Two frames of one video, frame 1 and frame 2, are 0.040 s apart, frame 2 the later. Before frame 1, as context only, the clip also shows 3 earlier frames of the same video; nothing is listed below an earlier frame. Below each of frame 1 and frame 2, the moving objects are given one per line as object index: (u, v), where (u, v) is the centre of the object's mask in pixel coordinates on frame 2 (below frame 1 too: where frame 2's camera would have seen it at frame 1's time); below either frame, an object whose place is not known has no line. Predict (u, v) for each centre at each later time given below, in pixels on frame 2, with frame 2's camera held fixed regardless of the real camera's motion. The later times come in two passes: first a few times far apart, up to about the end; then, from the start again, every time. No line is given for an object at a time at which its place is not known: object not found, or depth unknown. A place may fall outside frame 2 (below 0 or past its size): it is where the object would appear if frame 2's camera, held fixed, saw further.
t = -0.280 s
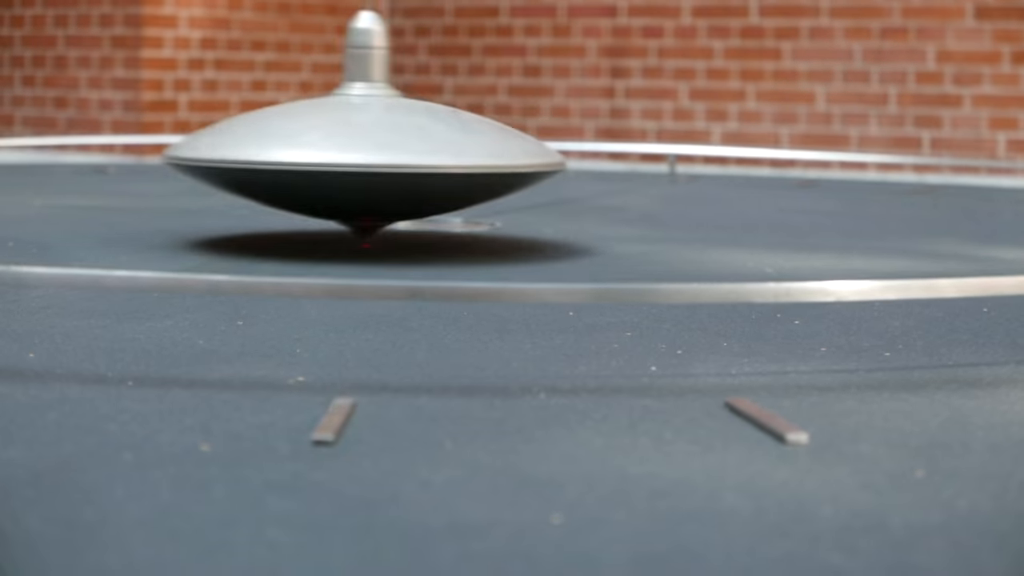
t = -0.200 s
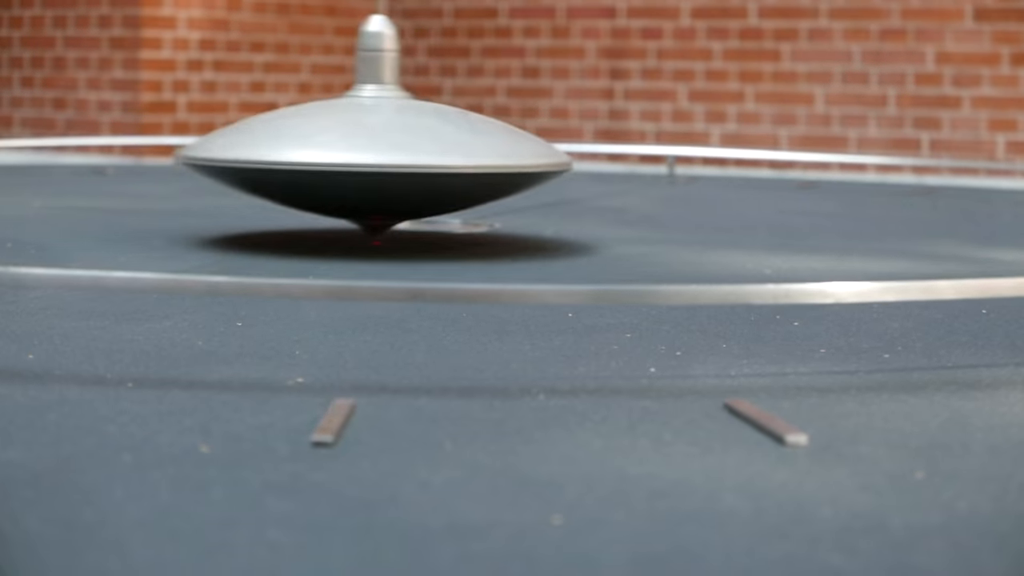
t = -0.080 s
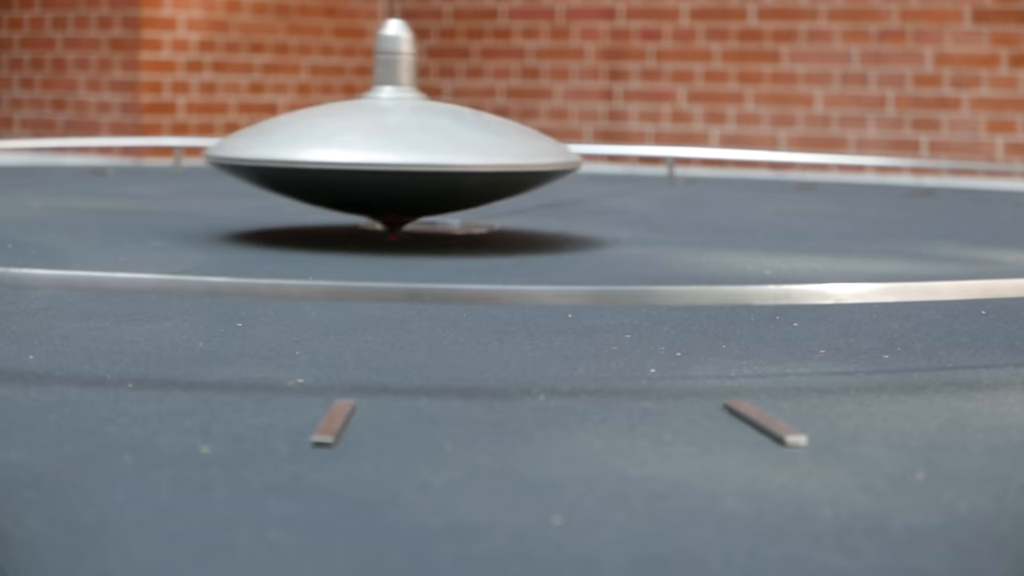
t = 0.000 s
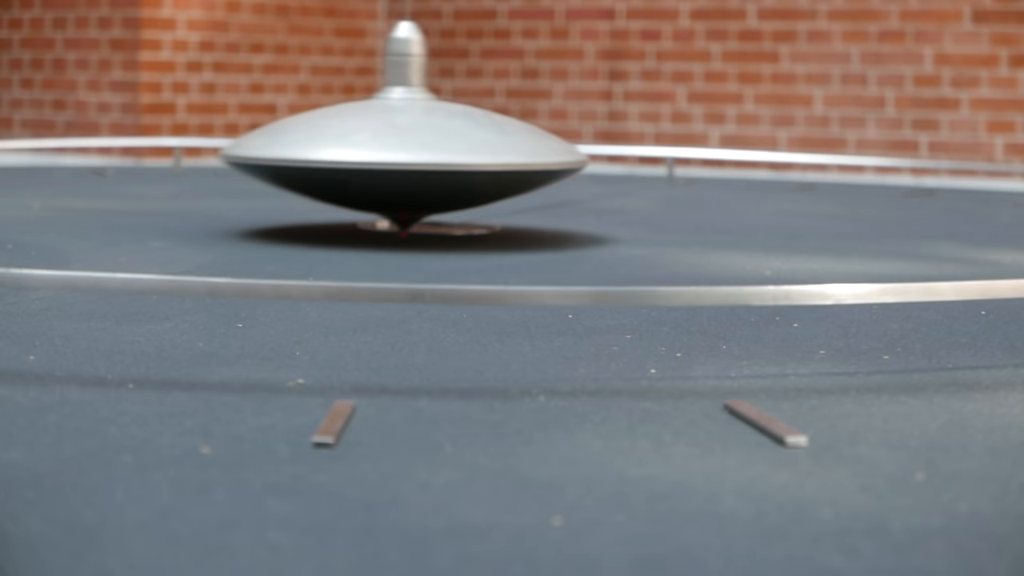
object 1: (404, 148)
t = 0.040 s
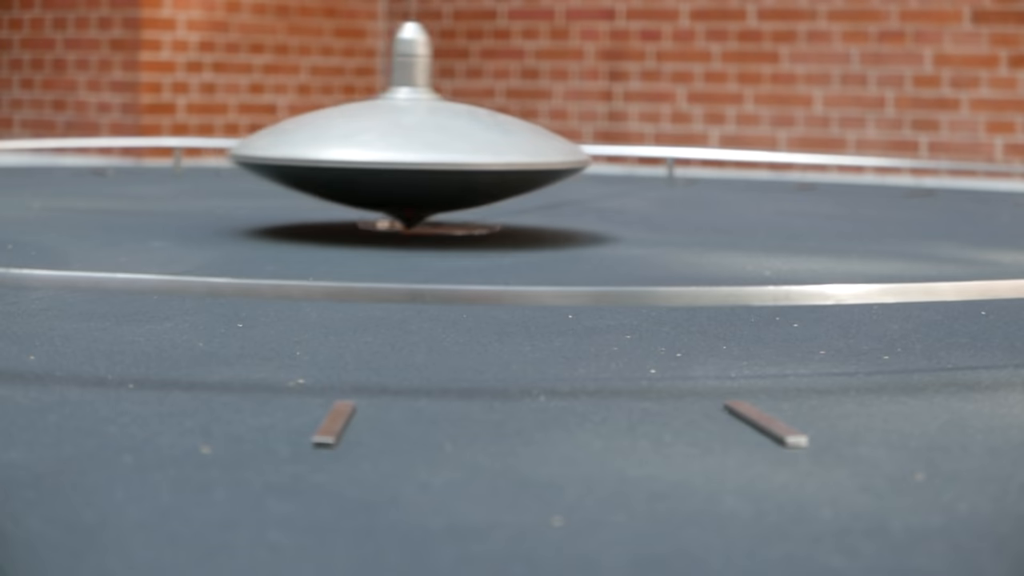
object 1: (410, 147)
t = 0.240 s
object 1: (434, 144)
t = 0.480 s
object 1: (459, 140)
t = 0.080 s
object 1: (415, 146)
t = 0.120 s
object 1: (420, 146)
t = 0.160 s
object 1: (425, 145)
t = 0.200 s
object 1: (430, 145)
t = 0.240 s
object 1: (434, 144)
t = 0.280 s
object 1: (439, 143)
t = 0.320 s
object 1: (443, 143)
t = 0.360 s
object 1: (447, 142)
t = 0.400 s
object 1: (451, 141)
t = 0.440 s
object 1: (456, 141)
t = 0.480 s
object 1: (459, 140)
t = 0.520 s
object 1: (463, 139)
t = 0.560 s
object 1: (467, 139)
